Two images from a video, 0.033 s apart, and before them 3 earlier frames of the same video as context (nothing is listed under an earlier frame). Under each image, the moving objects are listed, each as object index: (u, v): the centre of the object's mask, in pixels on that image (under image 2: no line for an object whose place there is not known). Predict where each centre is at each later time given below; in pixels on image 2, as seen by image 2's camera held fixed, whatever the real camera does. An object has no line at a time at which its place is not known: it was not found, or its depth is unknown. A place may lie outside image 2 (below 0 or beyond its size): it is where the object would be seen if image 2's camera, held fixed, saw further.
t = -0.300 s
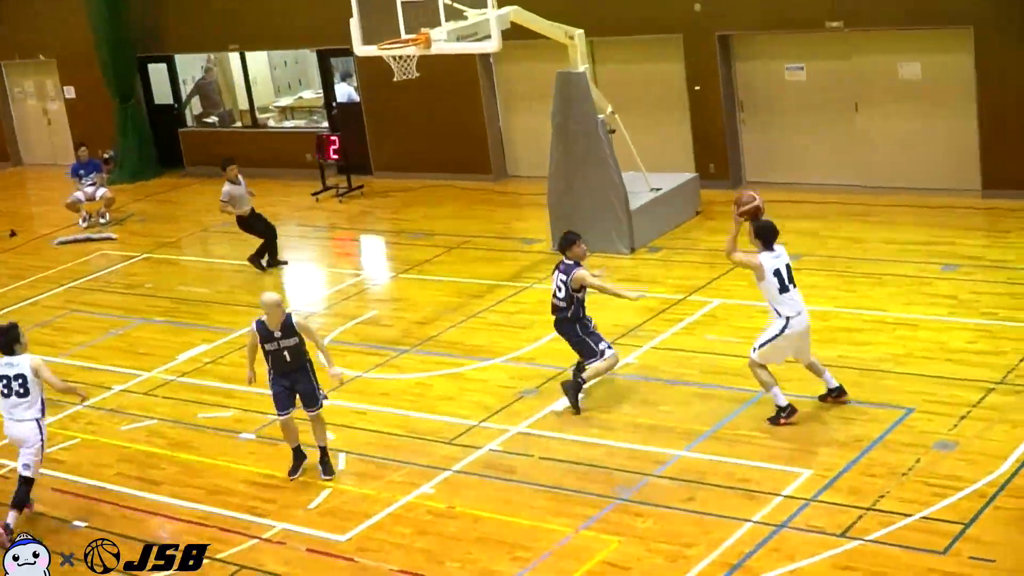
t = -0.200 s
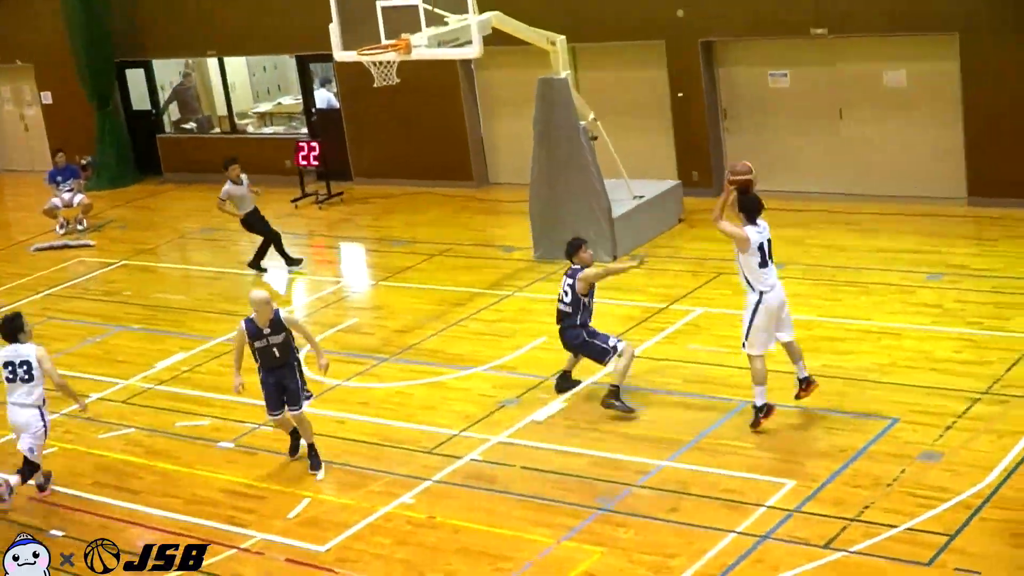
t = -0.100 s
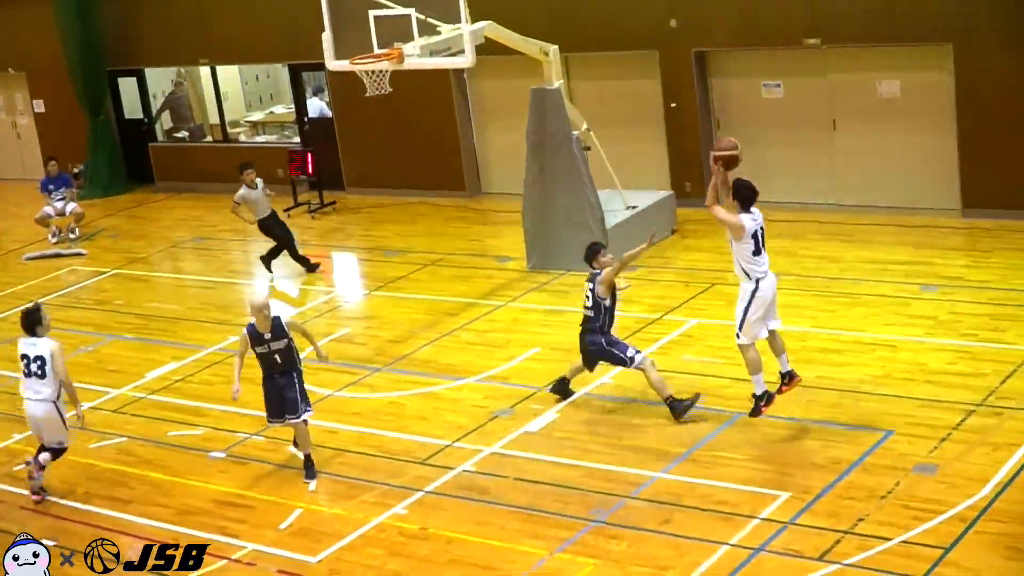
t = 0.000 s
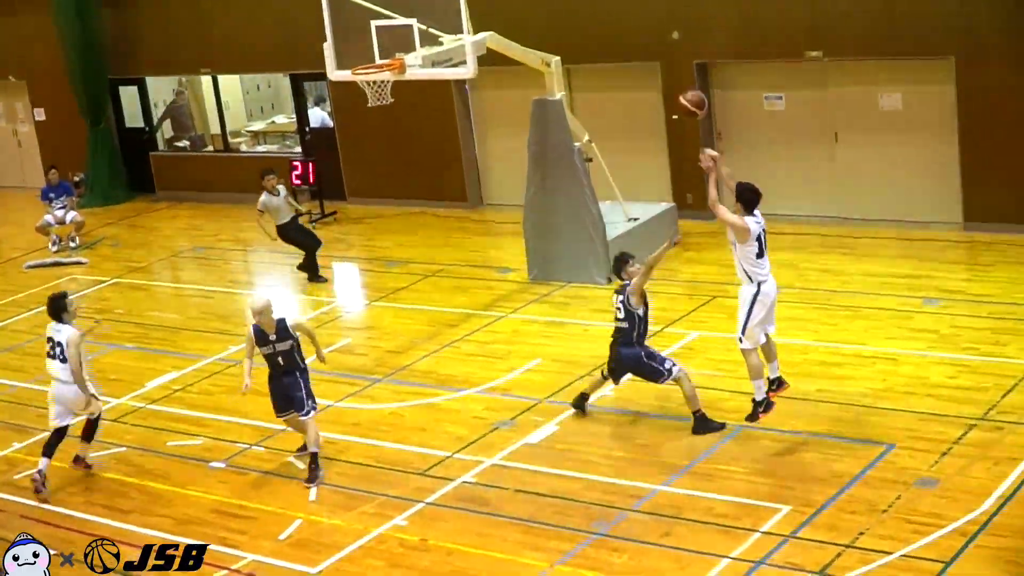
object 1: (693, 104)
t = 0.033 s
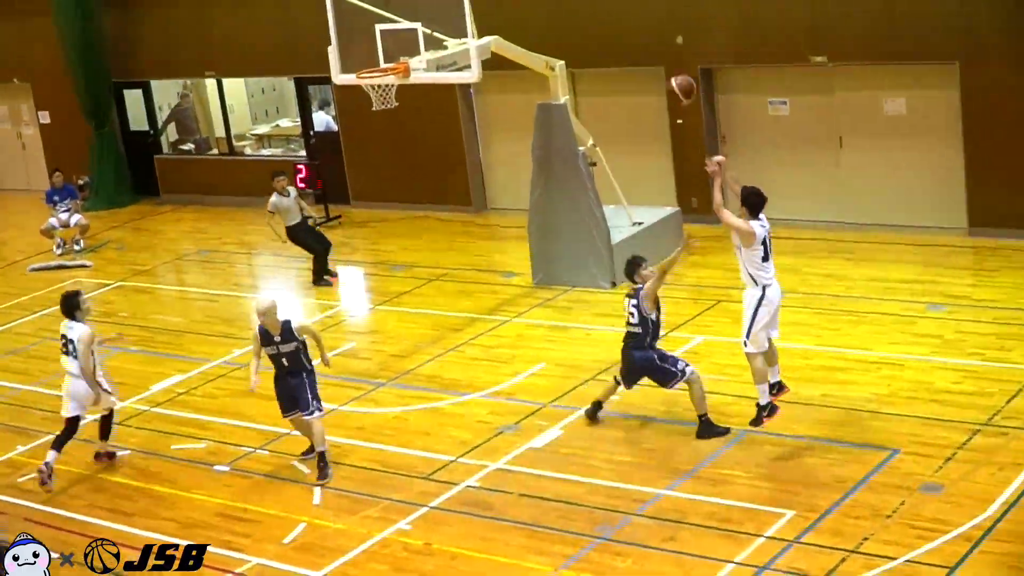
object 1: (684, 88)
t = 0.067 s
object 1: (665, 71)
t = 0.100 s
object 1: (651, 55)
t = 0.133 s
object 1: (635, 41)
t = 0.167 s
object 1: (620, 27)
